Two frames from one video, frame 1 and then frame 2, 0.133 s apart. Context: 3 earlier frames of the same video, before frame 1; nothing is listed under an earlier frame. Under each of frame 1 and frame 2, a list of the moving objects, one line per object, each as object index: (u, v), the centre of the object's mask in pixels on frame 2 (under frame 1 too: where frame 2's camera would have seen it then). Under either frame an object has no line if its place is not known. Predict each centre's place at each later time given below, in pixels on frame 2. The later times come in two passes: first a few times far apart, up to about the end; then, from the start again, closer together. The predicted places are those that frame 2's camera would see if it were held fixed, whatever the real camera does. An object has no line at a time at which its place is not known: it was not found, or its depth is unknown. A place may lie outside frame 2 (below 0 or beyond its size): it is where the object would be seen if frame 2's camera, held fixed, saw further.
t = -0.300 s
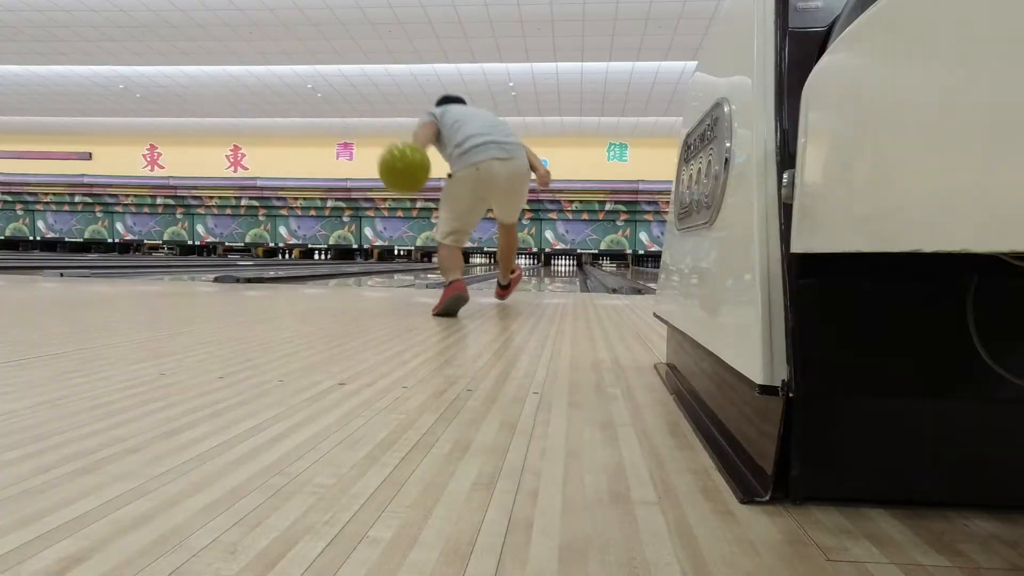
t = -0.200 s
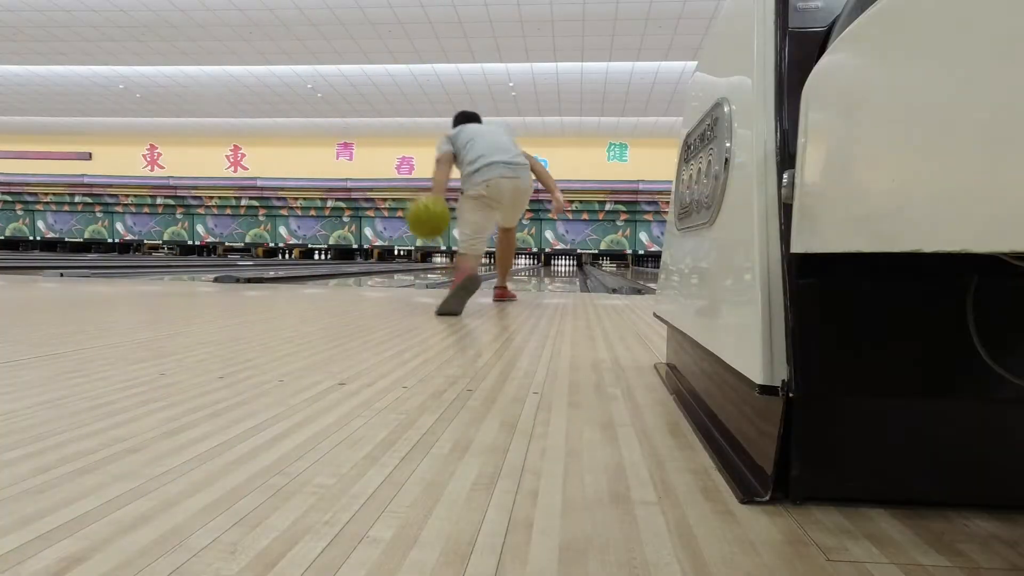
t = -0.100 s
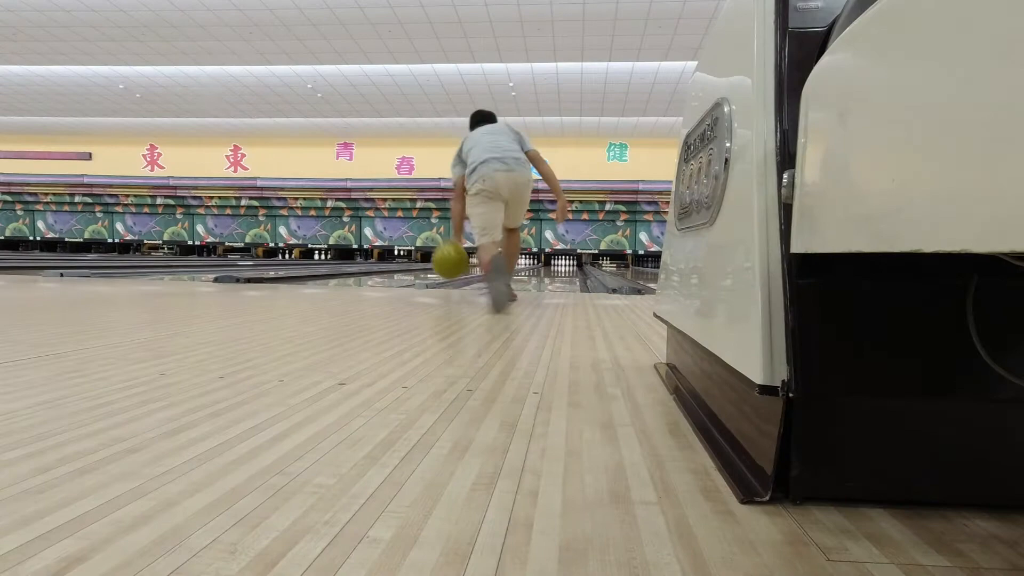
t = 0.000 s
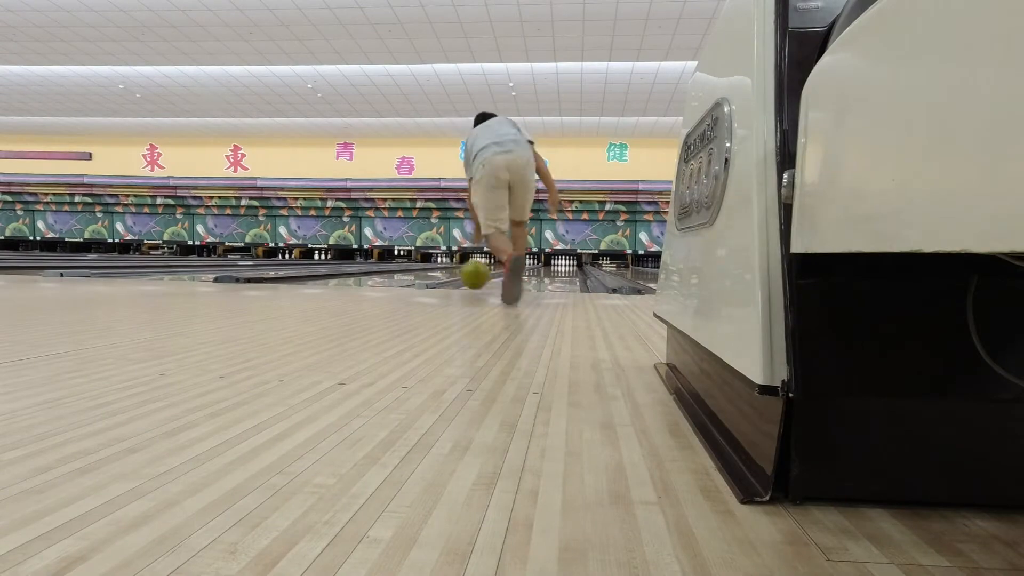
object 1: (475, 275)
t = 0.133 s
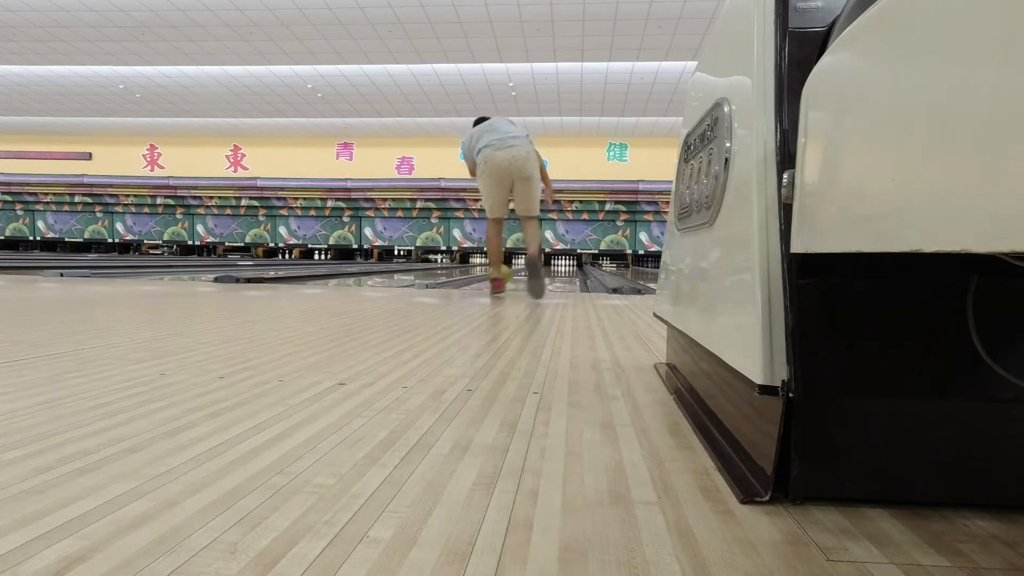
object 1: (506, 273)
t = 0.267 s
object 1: (514, 272)
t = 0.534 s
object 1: (535, 269)
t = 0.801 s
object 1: (544, 268)
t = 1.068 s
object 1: (551, 266)
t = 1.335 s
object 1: (558, 265)
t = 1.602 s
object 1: (562, 264)
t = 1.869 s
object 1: (565, 264)
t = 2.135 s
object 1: (567, 264)
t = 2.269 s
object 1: (568, 263)
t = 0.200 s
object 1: (508, 273)
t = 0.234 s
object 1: (511, 273)
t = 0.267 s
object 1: (514, 272)
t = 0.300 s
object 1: (517, 272)
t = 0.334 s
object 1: (520, 271)
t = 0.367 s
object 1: (523, 271)
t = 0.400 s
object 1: (523, 271)
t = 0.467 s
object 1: (535, 269)
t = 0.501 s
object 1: (534, 270)
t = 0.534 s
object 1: (535, 269)
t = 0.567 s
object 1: (535, 269)
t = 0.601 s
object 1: (537, 269)
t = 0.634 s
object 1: (538, 269)
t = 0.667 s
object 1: (539, 268)
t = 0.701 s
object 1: (541, 268)
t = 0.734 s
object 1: (542, 268)
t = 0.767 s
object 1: (543, 268)
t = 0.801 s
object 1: (544, 268)
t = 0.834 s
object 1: (545, 267)
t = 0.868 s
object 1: (546, 267)
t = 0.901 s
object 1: (547, 267)
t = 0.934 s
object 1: (549, 267)
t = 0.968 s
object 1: (549, 267)
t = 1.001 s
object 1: (550, 266)
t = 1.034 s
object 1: (551, 267)
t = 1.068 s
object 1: (551, 266)
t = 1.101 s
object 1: (552, 266)
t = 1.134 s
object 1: (553, 266)
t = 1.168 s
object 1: (554, 266)
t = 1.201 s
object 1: (554, 266)
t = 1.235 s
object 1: (555, 265)
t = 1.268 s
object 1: (556, 265)
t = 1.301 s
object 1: (556, 265)
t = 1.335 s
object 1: (558, 265)
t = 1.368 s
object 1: (558, 265)
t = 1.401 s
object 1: (558, 265)
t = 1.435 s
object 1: (559, 265)
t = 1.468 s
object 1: (559, 265)
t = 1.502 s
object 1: (560, 264)
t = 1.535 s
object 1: (561, 264)
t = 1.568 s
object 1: (561, 264)
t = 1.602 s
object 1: (562, 264)
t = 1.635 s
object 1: (562, 264)
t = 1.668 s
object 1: (562, 265)
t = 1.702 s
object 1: (563, 264)
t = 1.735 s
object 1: (563, 264)
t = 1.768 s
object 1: (564, 264)
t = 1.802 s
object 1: (564, 264)
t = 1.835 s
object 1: (564, 264)
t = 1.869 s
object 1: (565, 264)
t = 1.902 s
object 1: (565, 264)
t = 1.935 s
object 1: (566, 264)
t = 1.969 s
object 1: (566, 264)
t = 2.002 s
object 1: (566, 264)
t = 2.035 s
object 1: (566, 264)
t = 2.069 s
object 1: (566, 264)
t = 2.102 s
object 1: (567, 264)
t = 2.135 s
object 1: (567, 264)
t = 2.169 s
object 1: (567, 264)
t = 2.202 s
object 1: (568, 264)
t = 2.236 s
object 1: (568, 264)
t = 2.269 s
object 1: (568, 263)
